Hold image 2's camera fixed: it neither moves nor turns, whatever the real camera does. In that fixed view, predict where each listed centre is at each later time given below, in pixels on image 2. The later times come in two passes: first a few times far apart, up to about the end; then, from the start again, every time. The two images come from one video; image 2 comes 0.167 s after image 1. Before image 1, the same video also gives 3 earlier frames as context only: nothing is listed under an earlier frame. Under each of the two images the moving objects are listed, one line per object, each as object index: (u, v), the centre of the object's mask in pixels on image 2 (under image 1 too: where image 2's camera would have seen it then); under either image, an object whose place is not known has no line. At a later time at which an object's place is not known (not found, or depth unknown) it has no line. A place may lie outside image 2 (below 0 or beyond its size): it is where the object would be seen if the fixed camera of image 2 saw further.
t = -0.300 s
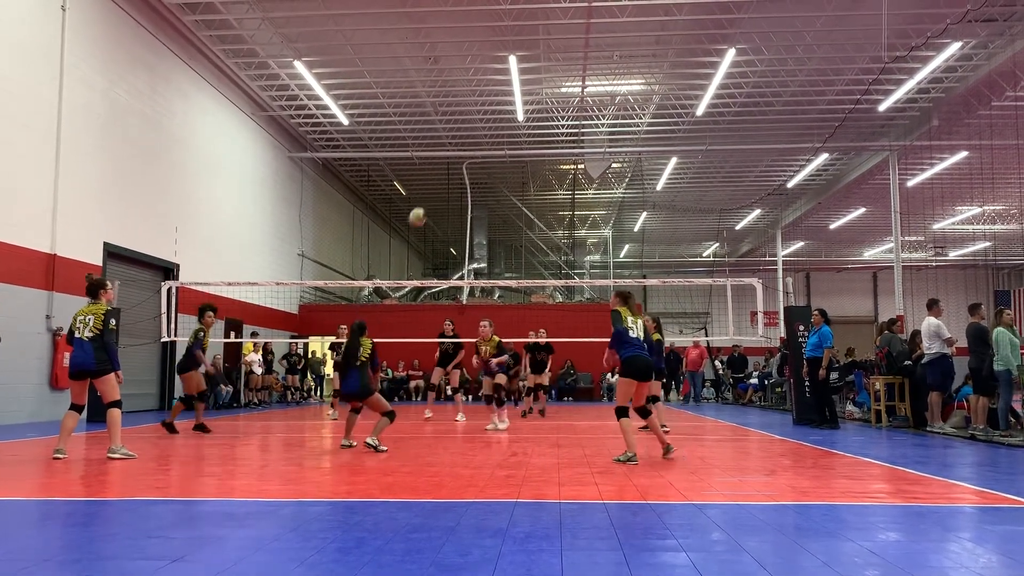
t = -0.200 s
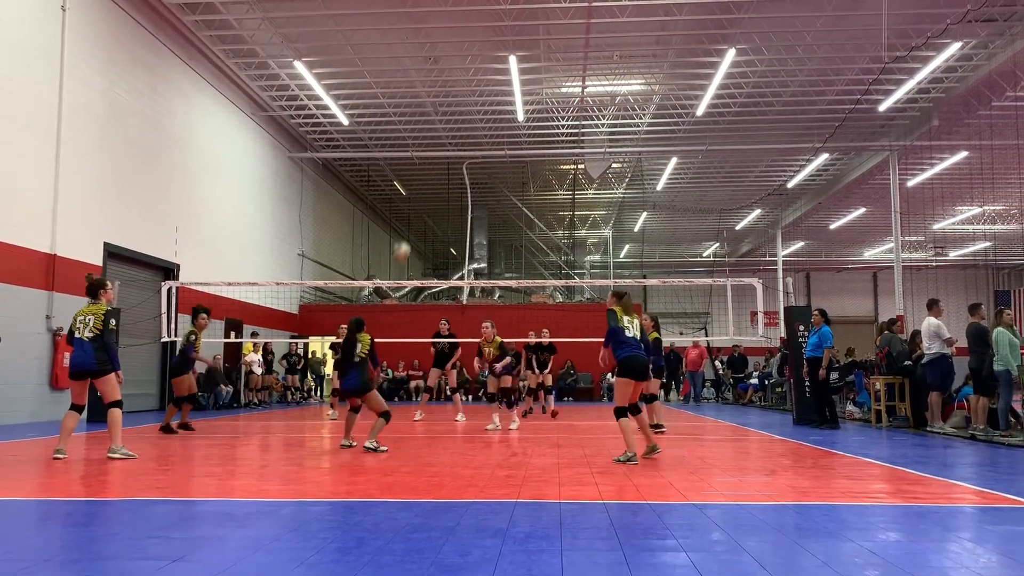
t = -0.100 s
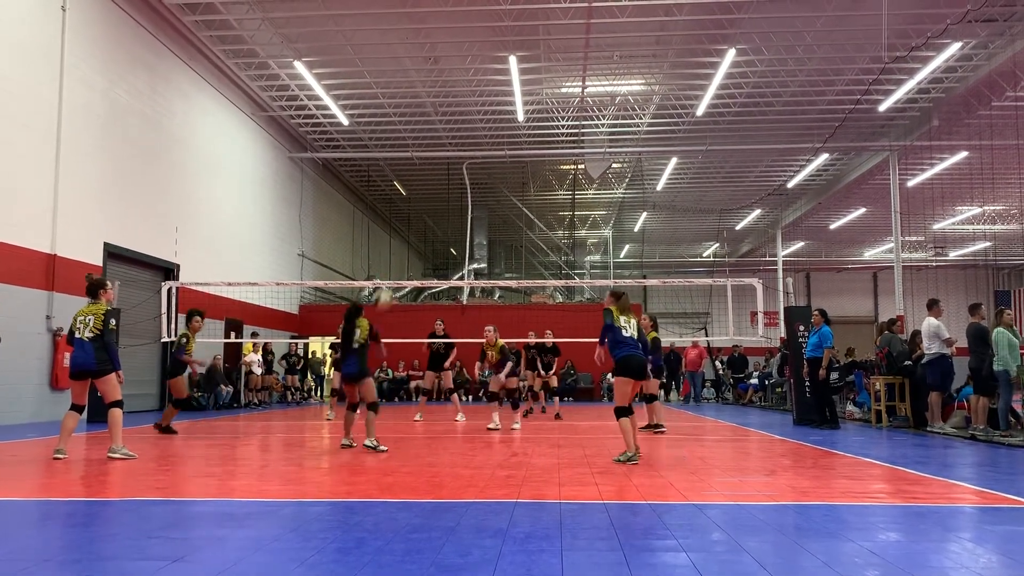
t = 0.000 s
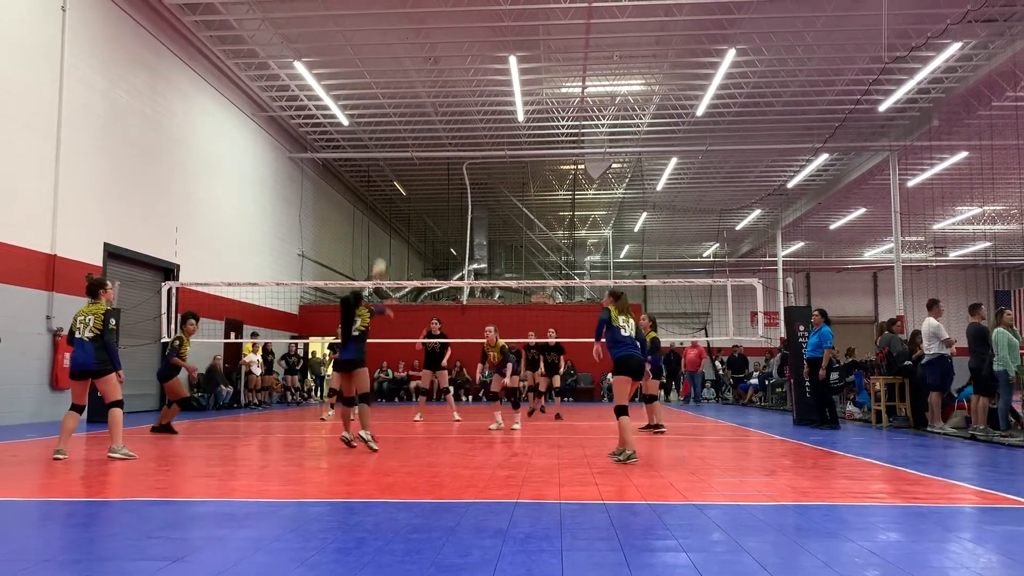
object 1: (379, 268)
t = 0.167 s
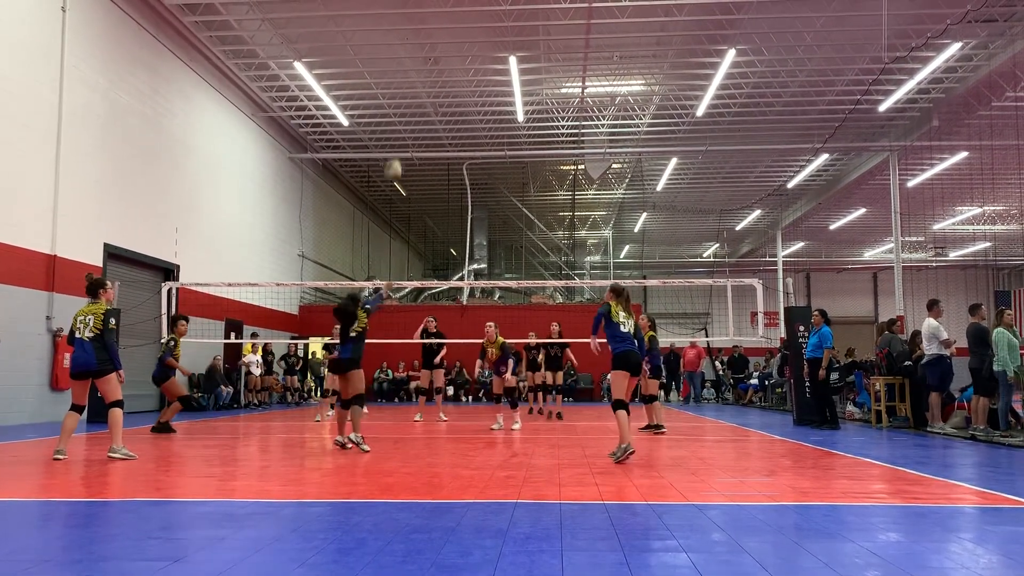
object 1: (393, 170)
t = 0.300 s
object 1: (403, 110)
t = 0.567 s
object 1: (421, 43)
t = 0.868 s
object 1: (438, 40)
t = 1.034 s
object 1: (447, 68)
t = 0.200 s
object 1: (397, 153)
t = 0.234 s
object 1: (401, 137)
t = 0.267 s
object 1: (402, 124)
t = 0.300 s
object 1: (403, 110)
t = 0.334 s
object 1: (405, 97)
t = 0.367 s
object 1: (408, 87)
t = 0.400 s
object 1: (410, 76)
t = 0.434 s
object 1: (412, 69)
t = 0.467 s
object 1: (415, 61)
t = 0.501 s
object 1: (418, 54)
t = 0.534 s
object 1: (420, 47)
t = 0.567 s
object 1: (421, 43)
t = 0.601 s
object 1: (424, 40)
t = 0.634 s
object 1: (426, 36)
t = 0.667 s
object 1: (427, 34)
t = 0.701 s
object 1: (429, 33)
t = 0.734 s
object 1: (431, 33)
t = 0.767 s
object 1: (433, 33)
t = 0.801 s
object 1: (434, 34)
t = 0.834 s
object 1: (436, 36)
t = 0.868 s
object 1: (438, 40)
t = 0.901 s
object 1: (440, 43)
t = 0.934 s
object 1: (443, 48)
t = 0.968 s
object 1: (444, 54)
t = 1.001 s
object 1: (446, 60)
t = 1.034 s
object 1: (447, 68)
